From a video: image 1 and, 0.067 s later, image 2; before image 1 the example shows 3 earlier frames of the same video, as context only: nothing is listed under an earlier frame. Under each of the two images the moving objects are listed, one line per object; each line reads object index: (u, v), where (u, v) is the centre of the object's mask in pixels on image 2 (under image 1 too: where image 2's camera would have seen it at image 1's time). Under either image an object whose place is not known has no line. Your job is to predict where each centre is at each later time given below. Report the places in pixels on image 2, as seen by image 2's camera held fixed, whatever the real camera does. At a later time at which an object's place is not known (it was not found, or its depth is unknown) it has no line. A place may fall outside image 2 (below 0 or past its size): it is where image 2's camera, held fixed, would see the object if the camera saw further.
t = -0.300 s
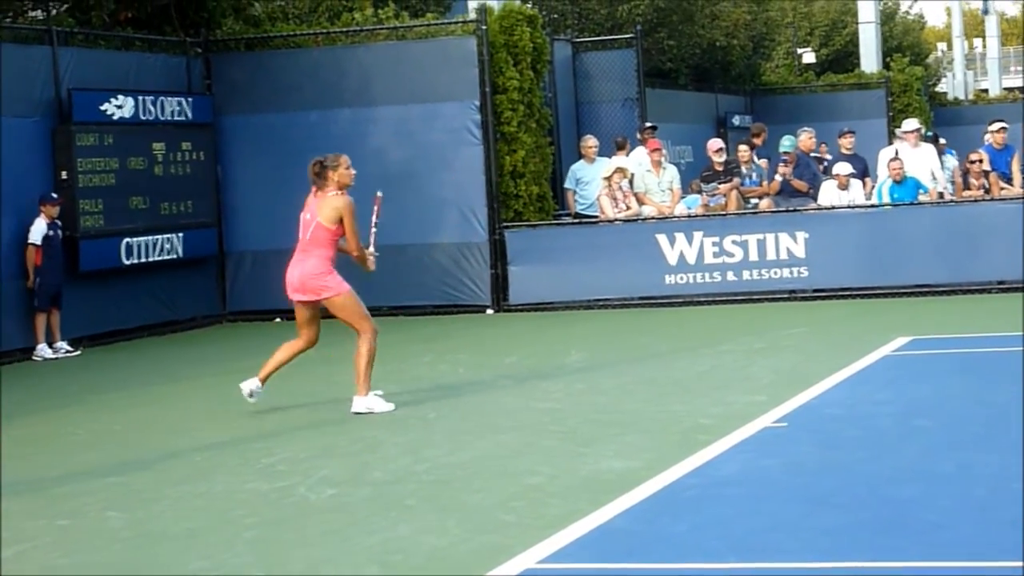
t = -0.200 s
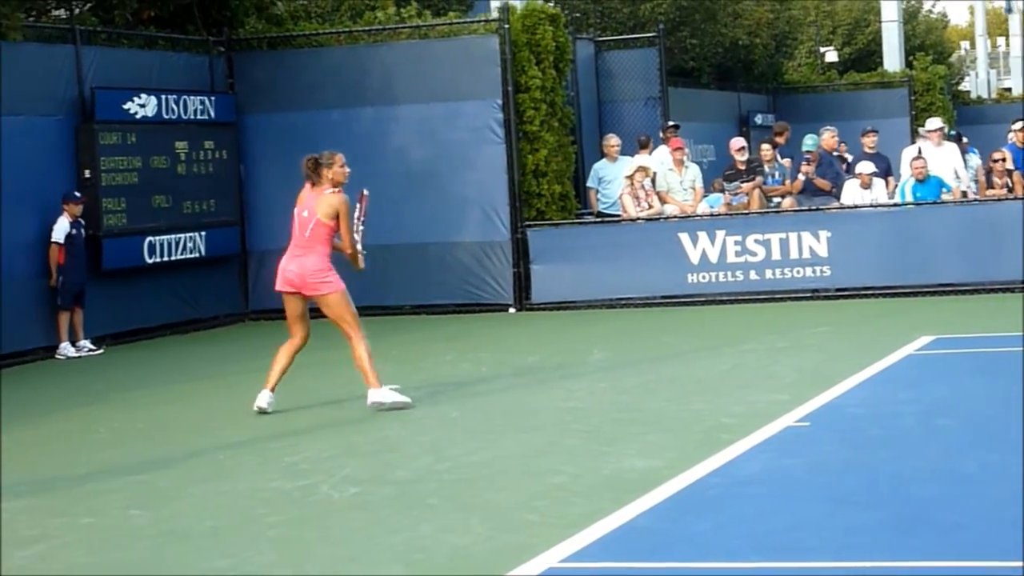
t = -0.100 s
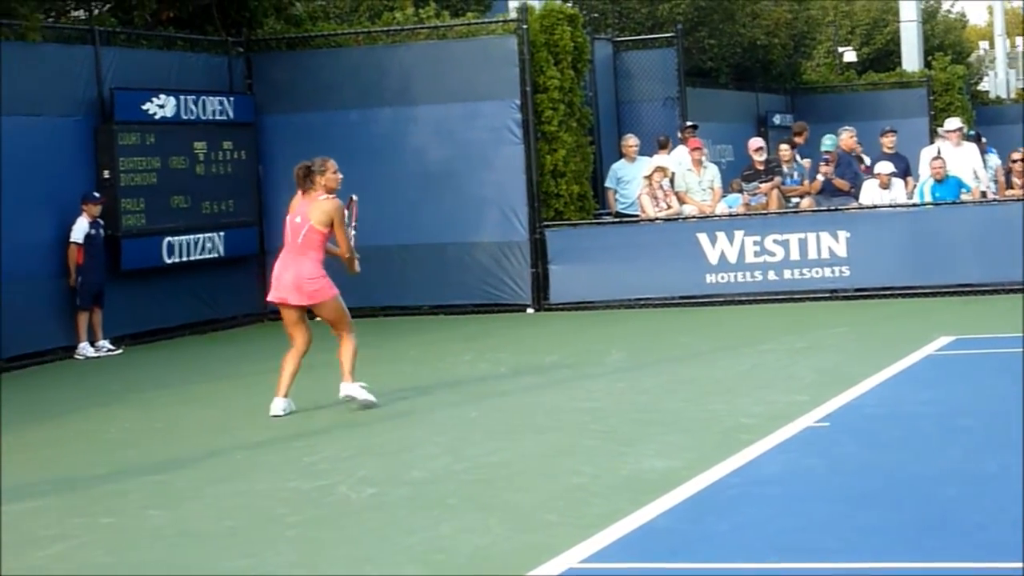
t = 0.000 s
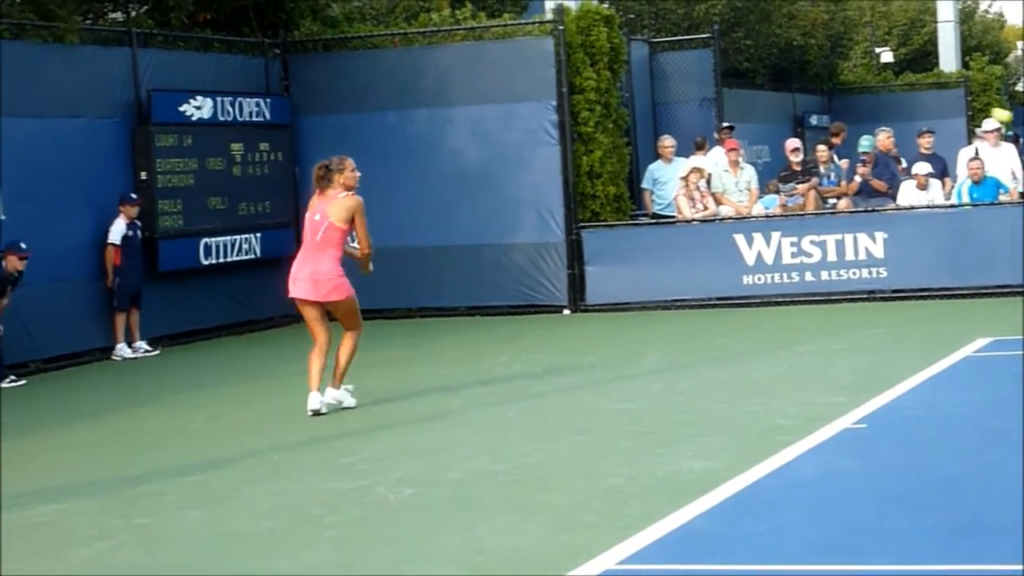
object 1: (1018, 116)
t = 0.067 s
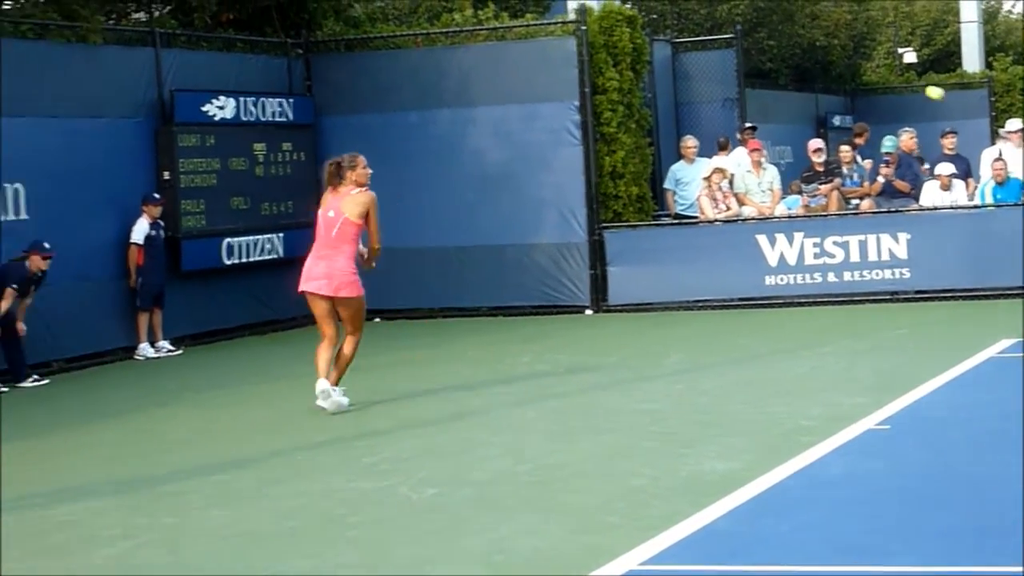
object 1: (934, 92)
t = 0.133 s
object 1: (857, 78)
